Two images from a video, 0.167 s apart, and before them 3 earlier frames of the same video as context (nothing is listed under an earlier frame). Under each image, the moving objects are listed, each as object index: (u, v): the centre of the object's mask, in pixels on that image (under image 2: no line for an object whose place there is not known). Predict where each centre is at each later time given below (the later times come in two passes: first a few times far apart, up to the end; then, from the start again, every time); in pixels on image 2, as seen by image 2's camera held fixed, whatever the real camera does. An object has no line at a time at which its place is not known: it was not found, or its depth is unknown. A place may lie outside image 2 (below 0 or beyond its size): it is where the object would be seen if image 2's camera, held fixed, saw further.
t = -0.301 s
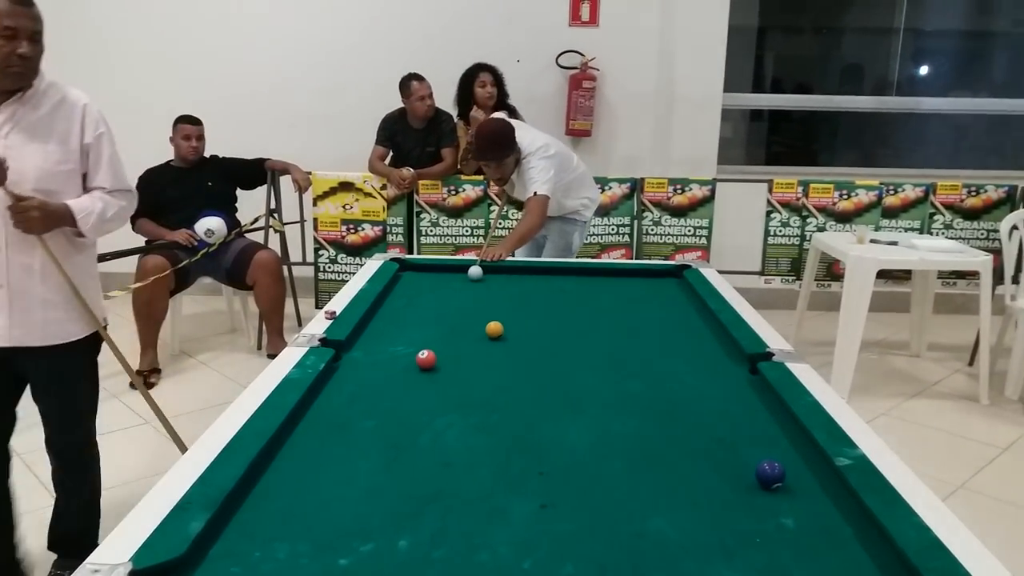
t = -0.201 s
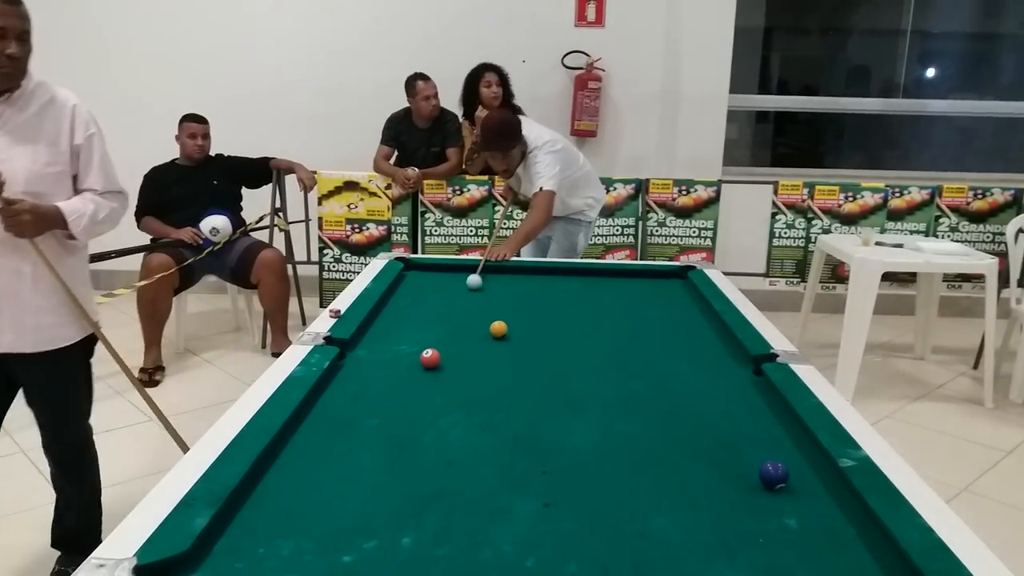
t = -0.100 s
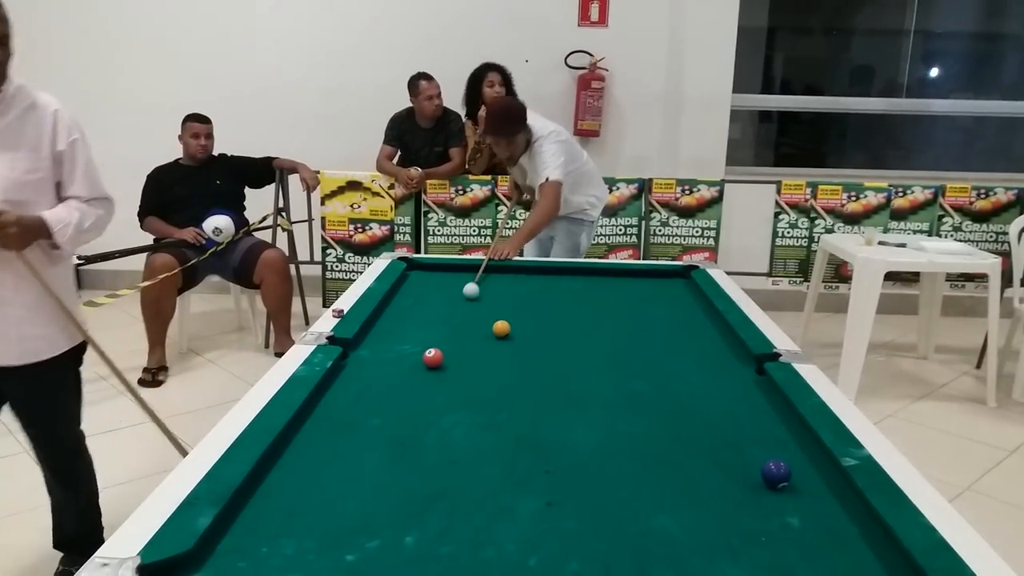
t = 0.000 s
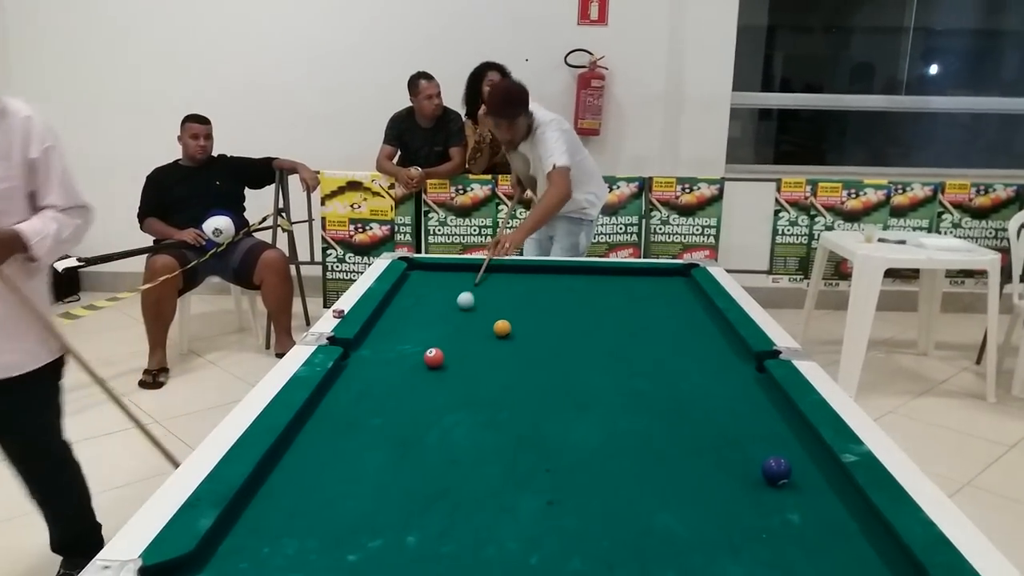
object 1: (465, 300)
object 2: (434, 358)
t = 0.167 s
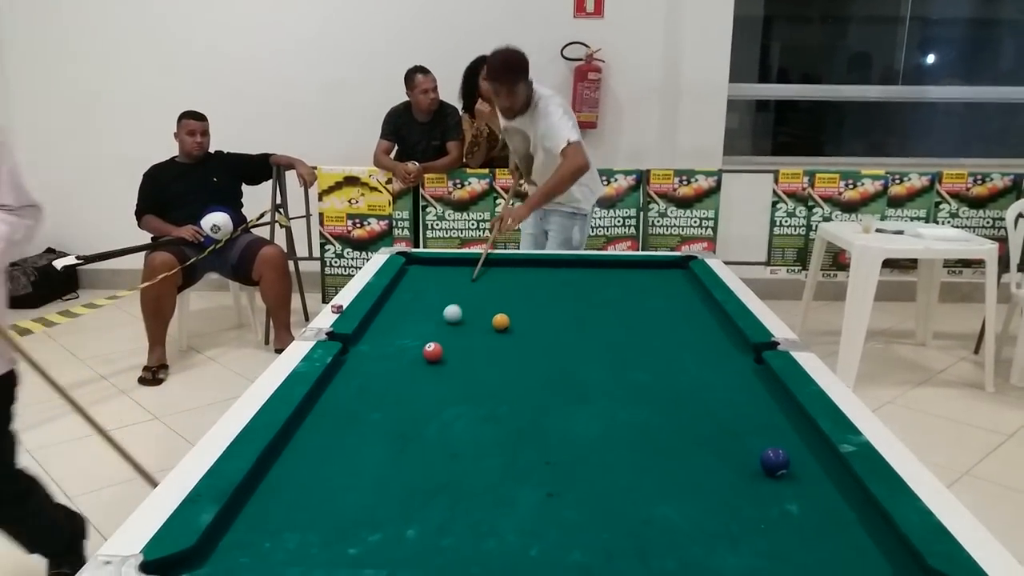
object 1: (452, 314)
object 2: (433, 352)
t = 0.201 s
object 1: (450, 318)
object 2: (433, 352)
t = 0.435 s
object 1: (430, 343)
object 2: (431, 359)
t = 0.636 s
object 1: (414, 357)
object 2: (427, 390)
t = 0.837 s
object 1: (397, 370)
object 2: (422, 423)
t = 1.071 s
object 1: (378, 384)
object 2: (416, 470)
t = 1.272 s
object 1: (360, 397)
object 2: (410, 520)
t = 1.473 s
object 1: (341, 412)
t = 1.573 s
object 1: (332, 419)
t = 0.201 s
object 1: (450, 318)
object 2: (433, 352)
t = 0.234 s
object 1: (447, 322)
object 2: (432, 352)
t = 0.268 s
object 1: (444, 326)
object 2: (432, 352)
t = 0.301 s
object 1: (441, 331)
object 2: (432, 351)
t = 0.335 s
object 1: (439, 335)
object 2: (433, 352)
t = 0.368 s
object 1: (436, 338)
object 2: (433, 352)
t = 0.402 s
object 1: (433, 341)
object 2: (432, 354)
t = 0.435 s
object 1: (430, 343)
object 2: (431, 359)
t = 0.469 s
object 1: (427, 346)
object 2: (430, 364)
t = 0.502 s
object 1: (425, 349)
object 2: (429, 370)
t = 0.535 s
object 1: (422, 351)
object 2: (429, 375)
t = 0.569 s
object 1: (420, 353)
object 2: (428, 380)
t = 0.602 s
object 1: (417, 355)
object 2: (427, 385)
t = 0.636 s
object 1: (414, 357)
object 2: (427, 390)
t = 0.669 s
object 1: (411, 359)
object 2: (426, 395)
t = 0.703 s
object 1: (409, 362)
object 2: (425, 401)
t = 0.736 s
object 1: (406, 364)
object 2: (424, 406)
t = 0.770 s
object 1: (403, 365)
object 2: (424, 412)
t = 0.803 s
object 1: (401, 368)
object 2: (423, 417)
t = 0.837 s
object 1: (397, 370)
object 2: (422, 423)
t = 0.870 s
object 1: (395, 371)
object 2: (421, 429)
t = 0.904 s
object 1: (392, 374)
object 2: (420, 435)
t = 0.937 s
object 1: (389, 376)
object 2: (419, 442)
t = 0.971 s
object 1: (386, 378)
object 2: (418, 449)
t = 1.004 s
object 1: (383, 380)
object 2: (417, 456)
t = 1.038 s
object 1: (380, 382)
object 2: (416, 462)
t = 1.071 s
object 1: (378, 384)
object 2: (416, 470)
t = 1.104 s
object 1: (375, 386)
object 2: (415, 478)
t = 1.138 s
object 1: (372, 389)
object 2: (414, 486)
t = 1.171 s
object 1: (369, 391)
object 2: (413, 493)
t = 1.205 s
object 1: (366, 393)
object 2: (412, 502)
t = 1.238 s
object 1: (364, 395)
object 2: (411, 511)
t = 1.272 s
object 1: (360, 397)
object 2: (410, 520)
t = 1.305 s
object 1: (357, 399)
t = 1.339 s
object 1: (354, 402)
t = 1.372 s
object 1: (351, 404)
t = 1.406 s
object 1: (348, 407)
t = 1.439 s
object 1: (344, 409)
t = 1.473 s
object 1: (341, 412)
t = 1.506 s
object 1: (338, 415)
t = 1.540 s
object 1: (335, 417)
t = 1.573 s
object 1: (332, 419)
